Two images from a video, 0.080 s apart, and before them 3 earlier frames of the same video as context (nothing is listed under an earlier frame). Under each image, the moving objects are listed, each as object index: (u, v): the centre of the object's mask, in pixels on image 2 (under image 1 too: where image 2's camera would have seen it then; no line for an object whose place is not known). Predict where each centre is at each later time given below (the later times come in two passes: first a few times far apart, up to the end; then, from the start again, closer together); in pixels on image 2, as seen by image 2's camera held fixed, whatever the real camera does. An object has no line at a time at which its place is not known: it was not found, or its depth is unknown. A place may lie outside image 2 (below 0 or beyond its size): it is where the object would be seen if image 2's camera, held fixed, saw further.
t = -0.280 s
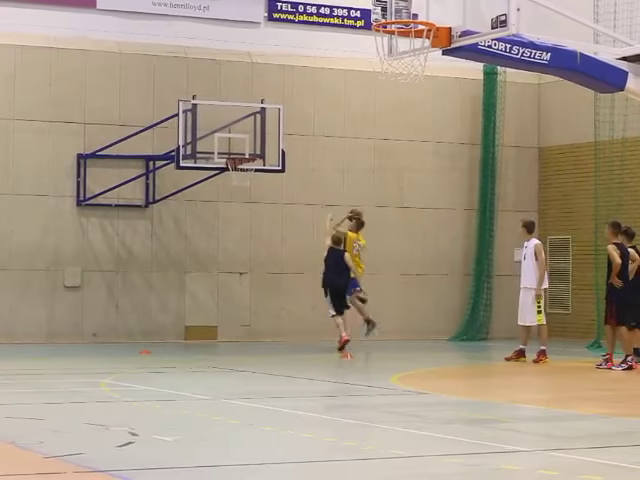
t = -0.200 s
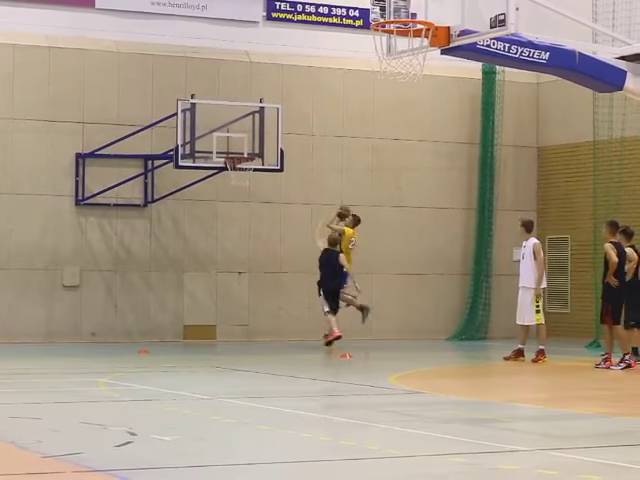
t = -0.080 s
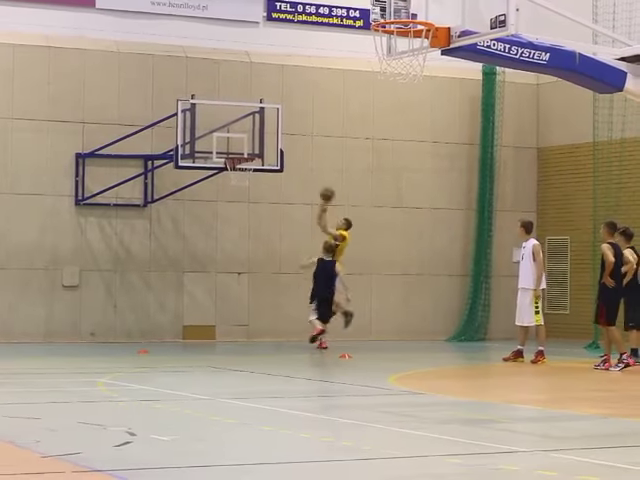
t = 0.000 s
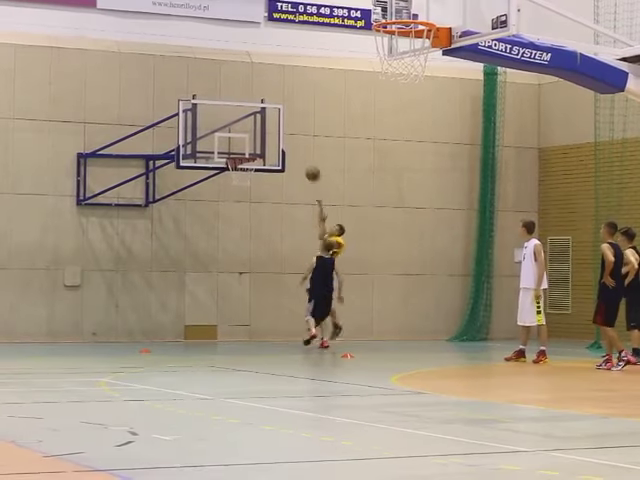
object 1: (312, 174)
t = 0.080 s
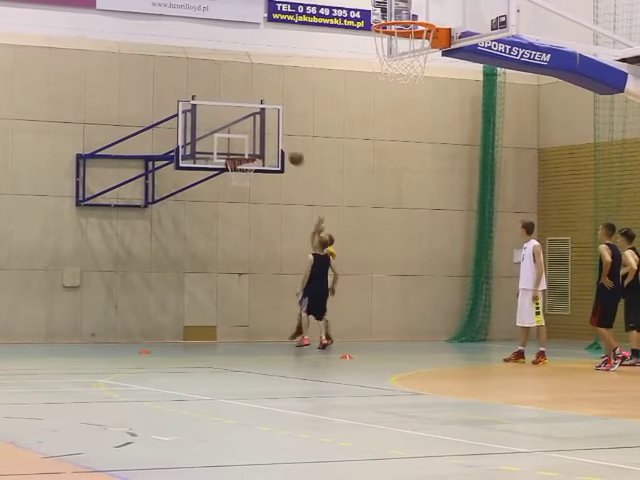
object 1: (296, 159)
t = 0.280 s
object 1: (256, 135)
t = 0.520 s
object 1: (239, 140)
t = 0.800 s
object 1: (242, 164)
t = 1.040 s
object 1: (230, 187)
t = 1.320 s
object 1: (218, 258)
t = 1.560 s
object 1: (207, 332)
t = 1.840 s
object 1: (206, 263)
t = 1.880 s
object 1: (206, 257)
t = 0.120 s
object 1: (288, 152)
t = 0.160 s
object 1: (280, 146)
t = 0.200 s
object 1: (272, 141)
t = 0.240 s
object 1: (264, 137)
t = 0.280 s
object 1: (256, 135)
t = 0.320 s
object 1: (251, 133)
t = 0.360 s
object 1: (249, 133)
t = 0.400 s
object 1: (247, 133)
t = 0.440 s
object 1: (244, 134)
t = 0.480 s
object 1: (242, 137)
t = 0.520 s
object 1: (239, 140)
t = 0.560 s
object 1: (237, 145)
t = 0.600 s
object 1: (234, 150)
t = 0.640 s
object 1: (233, 154)
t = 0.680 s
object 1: (238, 154)
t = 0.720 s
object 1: (245, 158)
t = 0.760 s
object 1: (244, 159)
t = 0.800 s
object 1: (242, 164)
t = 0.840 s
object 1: (239, 166)
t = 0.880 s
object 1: (238, 167)
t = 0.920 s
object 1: (236, 171)
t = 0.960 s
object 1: (234, 175)
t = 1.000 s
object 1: (232, 181)
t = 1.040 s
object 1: (230, 187)
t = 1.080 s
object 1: (228, 194)
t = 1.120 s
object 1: (226, 203)
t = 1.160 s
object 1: (225, 212)
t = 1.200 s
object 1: (223, 222)
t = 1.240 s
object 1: (221, 234)
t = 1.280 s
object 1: (219, 246)
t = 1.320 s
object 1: (218, 258)
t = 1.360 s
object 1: (216, 273)
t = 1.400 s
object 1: (214, 289)
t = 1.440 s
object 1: (211, 306)
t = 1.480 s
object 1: (209, 323)
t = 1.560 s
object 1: (207, 332)
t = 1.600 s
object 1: (207, 319)
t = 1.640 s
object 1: (207, 307)
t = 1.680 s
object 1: (207, 296)
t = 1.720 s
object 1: (207, 286)
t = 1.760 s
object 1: (207, 277)
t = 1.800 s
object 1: (206, 270)
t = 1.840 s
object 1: (206, 263)
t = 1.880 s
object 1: (206, 257)
